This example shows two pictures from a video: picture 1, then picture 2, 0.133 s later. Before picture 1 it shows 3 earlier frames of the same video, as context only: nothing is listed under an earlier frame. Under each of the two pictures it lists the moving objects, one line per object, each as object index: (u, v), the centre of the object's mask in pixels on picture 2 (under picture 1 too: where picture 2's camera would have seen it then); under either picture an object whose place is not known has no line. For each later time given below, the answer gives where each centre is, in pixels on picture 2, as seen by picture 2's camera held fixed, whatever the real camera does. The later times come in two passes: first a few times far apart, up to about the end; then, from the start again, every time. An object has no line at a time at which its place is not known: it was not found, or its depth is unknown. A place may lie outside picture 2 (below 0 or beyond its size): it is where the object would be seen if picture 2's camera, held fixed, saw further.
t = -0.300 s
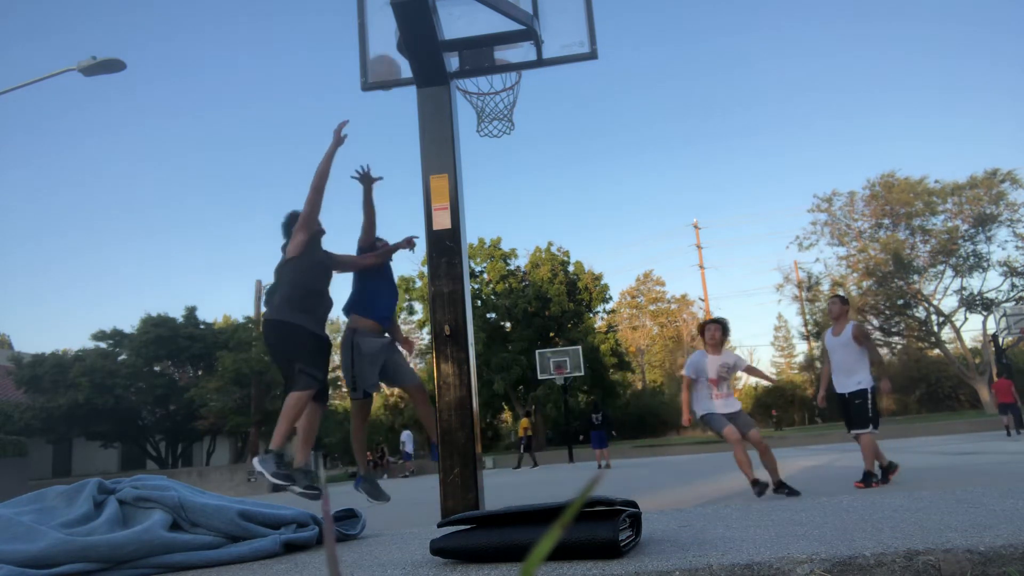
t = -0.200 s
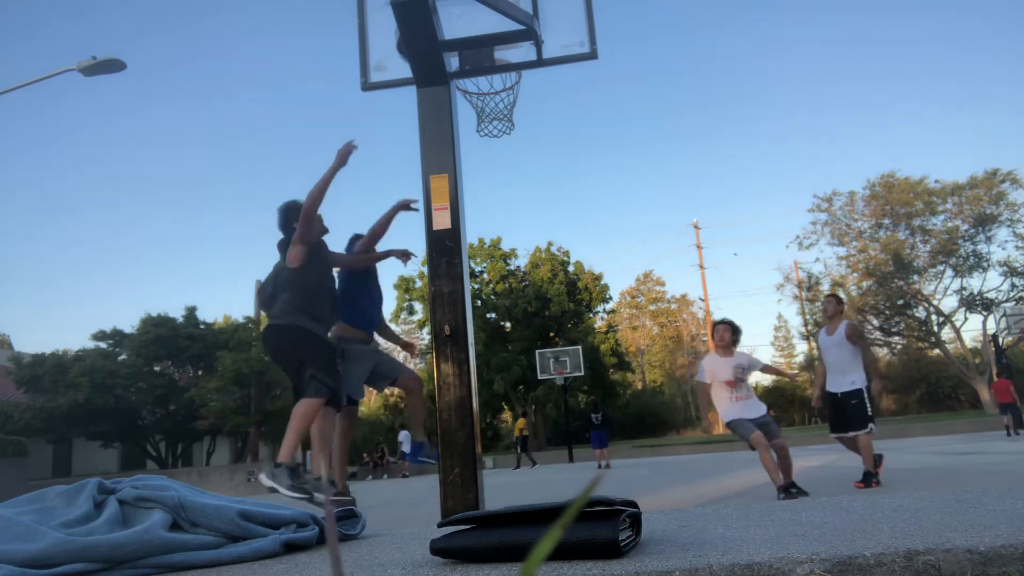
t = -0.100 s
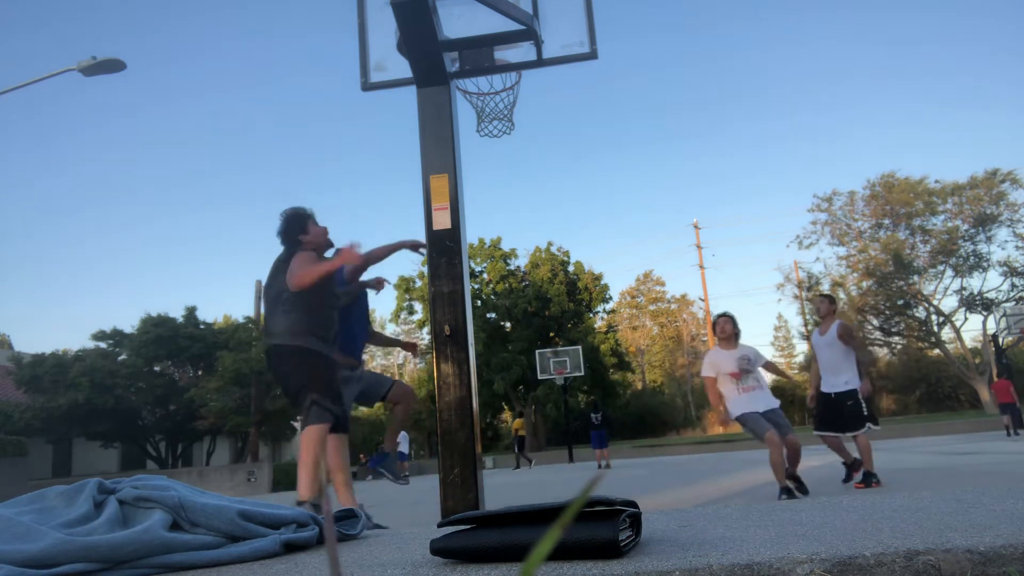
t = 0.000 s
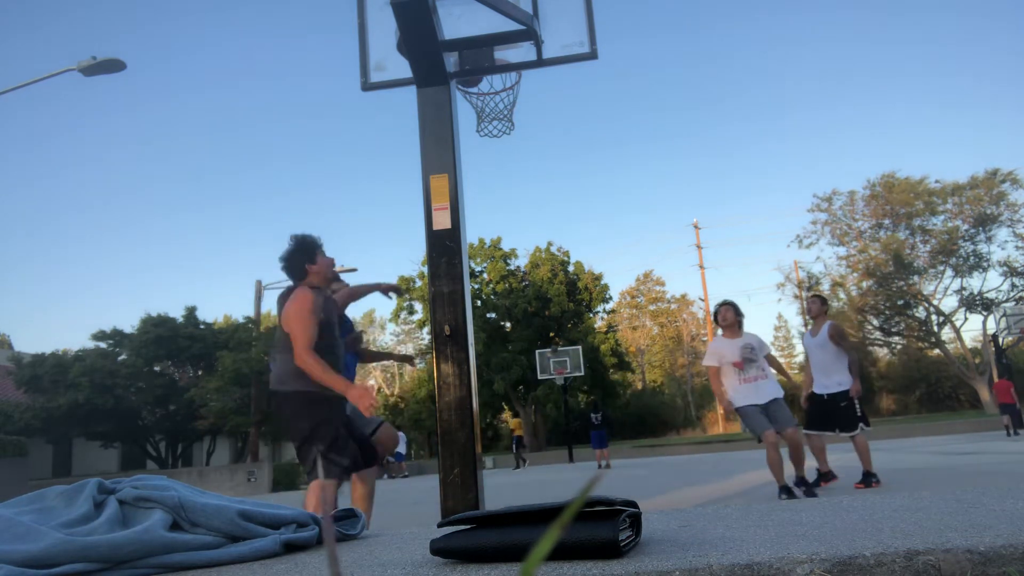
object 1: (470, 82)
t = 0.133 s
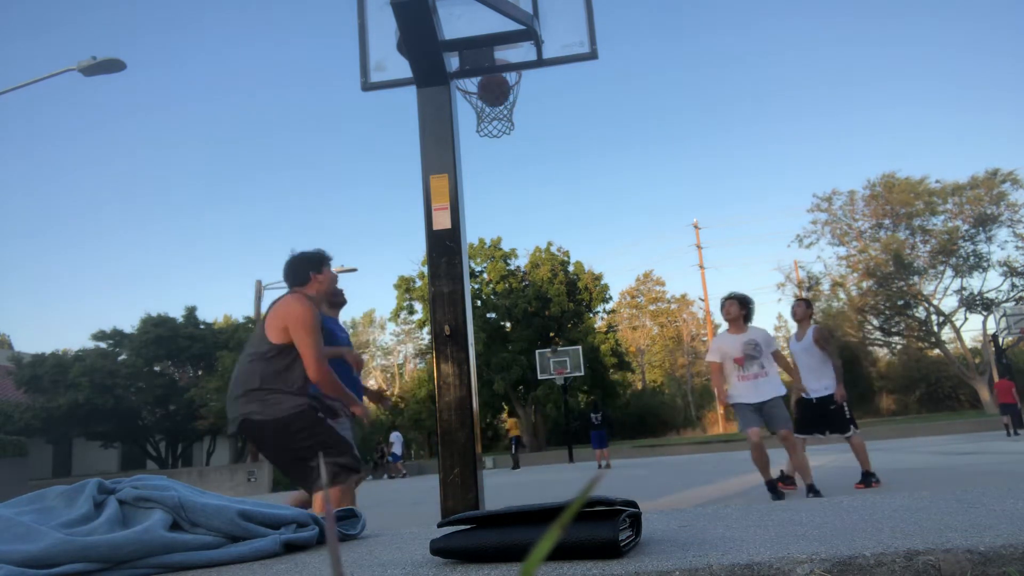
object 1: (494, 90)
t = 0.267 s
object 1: (507, 111)
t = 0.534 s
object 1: (490, 167)
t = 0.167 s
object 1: (499, 95)
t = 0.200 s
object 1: (503, 102)
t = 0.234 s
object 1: (507, 107)
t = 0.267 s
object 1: (507, 111)
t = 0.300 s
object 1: (506, 114)
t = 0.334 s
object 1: (504, 117)
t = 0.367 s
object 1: (502, 121)
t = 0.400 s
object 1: (499, 128)
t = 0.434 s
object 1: (497, 135)
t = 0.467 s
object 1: (494, 144)
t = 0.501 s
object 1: (492, 155)
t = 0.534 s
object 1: (490, 167)
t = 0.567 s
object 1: (488, 181)
